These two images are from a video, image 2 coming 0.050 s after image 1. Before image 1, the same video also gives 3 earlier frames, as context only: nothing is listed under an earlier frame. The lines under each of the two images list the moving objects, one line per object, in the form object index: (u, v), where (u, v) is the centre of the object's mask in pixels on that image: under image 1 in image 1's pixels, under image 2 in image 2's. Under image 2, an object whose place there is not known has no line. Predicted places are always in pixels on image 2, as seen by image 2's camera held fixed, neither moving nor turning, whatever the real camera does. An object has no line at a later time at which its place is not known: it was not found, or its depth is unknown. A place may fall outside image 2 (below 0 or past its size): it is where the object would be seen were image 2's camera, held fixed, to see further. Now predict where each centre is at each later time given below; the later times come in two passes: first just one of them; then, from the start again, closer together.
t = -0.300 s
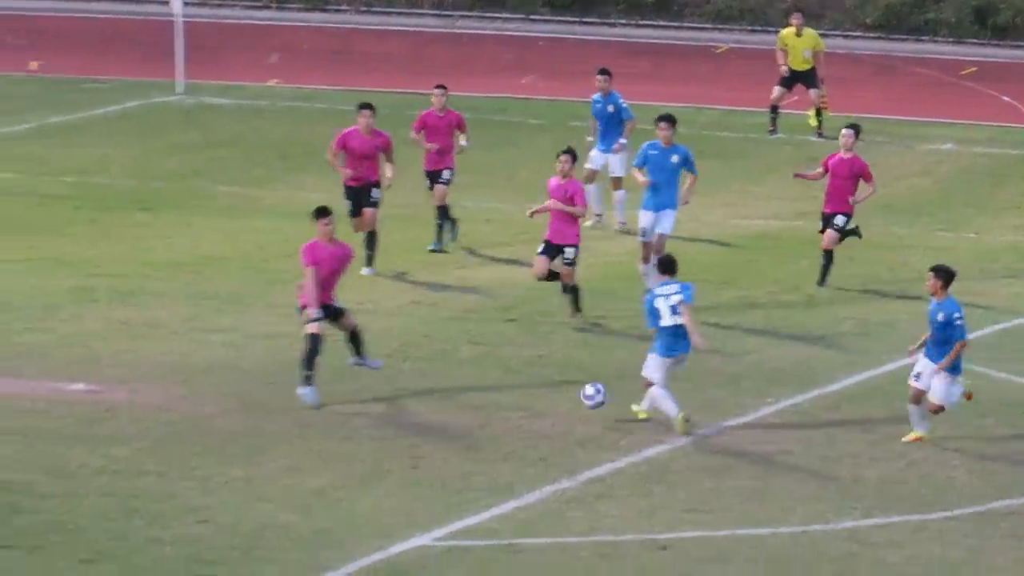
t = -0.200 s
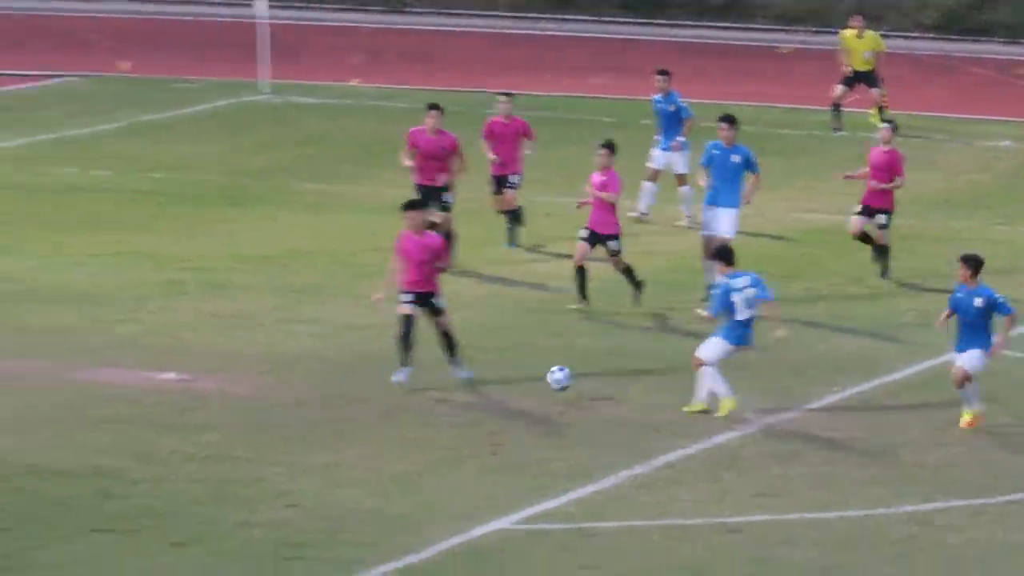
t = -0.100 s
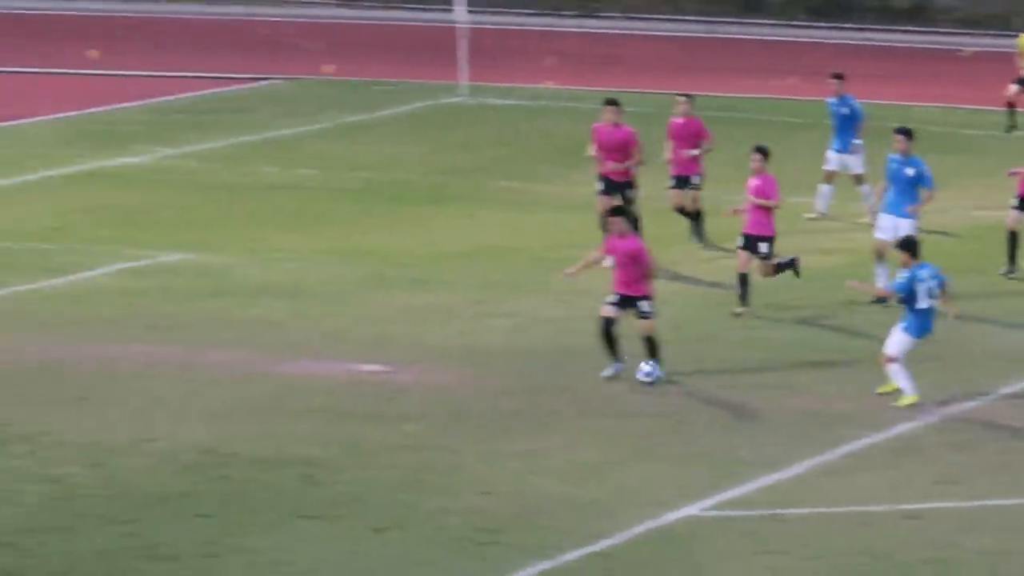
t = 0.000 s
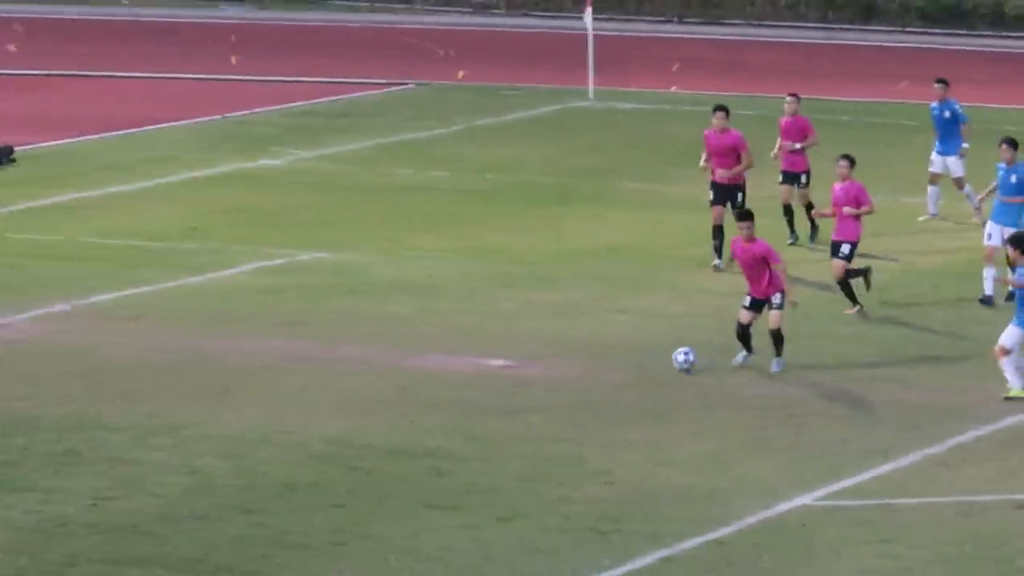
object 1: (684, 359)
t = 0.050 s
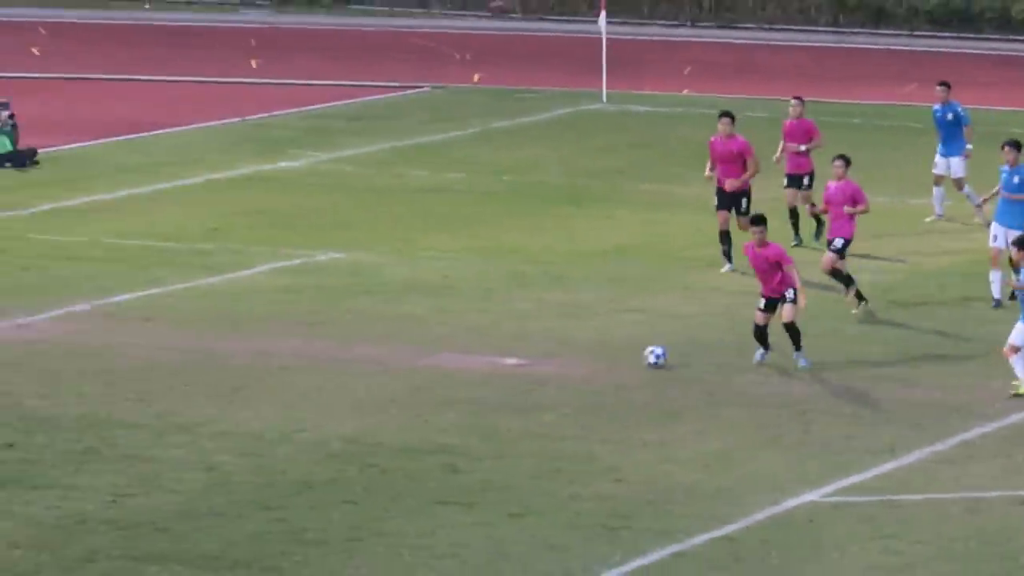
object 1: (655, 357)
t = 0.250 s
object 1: (518, 348)
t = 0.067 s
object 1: (644, 354)
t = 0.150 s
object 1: (587, 347)
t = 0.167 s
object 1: (575, 345)
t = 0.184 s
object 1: (562, 346)
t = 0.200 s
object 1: (551, 345)
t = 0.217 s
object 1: (541, 346)
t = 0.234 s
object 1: (529, 347)
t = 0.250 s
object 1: (518, 348)
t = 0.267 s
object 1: (507, 348)
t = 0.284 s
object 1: (497, 345)
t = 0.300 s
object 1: (486, 342)
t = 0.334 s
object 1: (463, 337)
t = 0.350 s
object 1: (454, 336)
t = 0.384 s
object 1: (434, 333)
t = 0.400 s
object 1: (423, 333)
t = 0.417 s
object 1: (413, 331)
